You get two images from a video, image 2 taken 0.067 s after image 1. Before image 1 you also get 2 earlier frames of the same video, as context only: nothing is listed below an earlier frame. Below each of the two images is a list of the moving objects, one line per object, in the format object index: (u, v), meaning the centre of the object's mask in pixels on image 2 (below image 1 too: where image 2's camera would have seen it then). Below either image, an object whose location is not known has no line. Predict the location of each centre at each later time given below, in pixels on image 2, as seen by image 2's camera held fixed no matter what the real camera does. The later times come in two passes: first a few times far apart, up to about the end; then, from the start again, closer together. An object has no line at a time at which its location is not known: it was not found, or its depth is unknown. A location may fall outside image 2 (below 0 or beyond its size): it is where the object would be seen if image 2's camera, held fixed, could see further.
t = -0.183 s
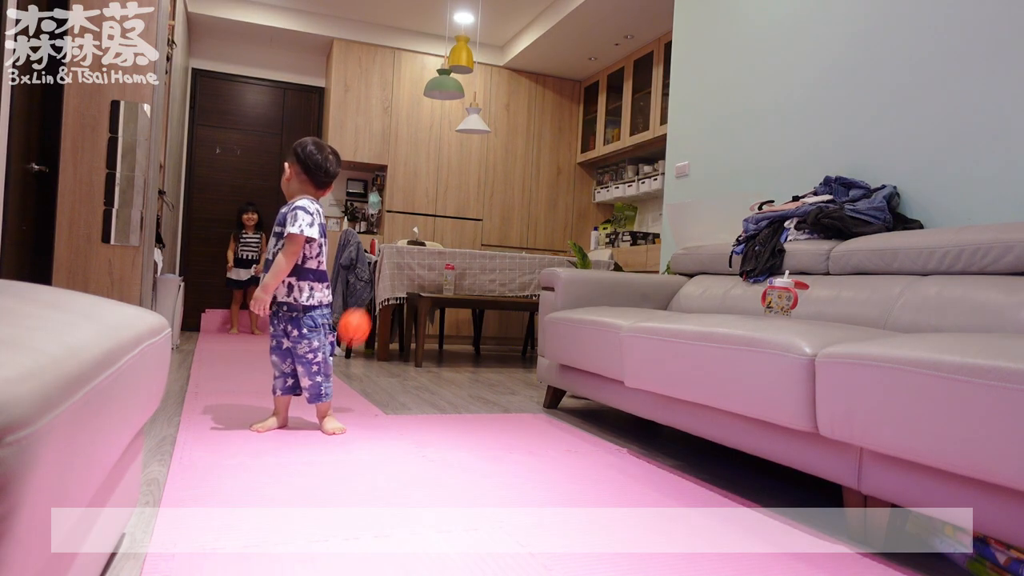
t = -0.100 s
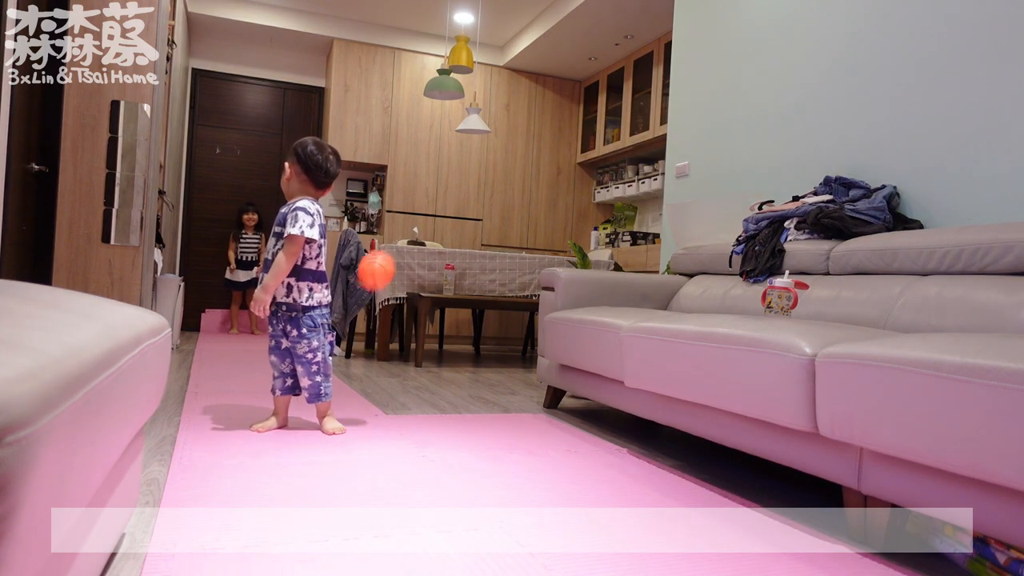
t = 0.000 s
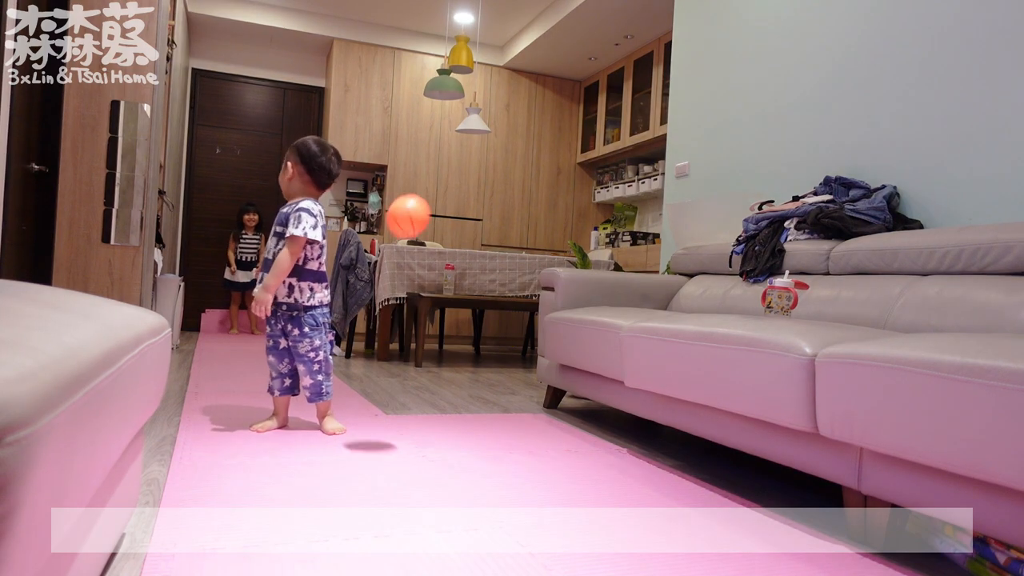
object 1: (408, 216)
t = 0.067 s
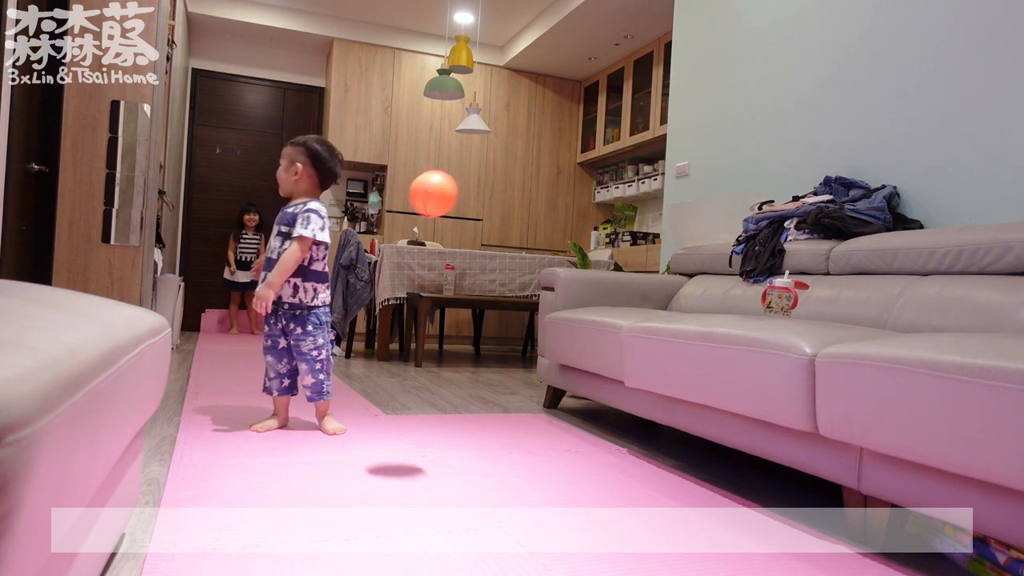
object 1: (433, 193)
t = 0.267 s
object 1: (546, 236)
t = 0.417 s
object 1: (725, 540)
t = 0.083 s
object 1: (440, 190)
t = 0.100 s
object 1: (448, 187)
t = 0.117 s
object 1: (455, 185)
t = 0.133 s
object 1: (463, 184)
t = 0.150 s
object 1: (472, 185)
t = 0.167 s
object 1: (481, 187)
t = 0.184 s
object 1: (490, 191)
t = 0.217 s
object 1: (511, 203)
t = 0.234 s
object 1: (522, 212)
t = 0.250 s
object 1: (535, 223)
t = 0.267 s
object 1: (546, 236)
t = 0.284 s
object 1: (561, 254)
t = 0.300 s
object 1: (575, 272)
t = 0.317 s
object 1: (591, 298)
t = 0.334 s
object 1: (607, 326)
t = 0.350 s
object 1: (628, 362)
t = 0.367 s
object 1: (651, 403)
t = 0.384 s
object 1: (674, 445)
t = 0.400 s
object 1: (696, 483)
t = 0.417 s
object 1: (725, 540)
